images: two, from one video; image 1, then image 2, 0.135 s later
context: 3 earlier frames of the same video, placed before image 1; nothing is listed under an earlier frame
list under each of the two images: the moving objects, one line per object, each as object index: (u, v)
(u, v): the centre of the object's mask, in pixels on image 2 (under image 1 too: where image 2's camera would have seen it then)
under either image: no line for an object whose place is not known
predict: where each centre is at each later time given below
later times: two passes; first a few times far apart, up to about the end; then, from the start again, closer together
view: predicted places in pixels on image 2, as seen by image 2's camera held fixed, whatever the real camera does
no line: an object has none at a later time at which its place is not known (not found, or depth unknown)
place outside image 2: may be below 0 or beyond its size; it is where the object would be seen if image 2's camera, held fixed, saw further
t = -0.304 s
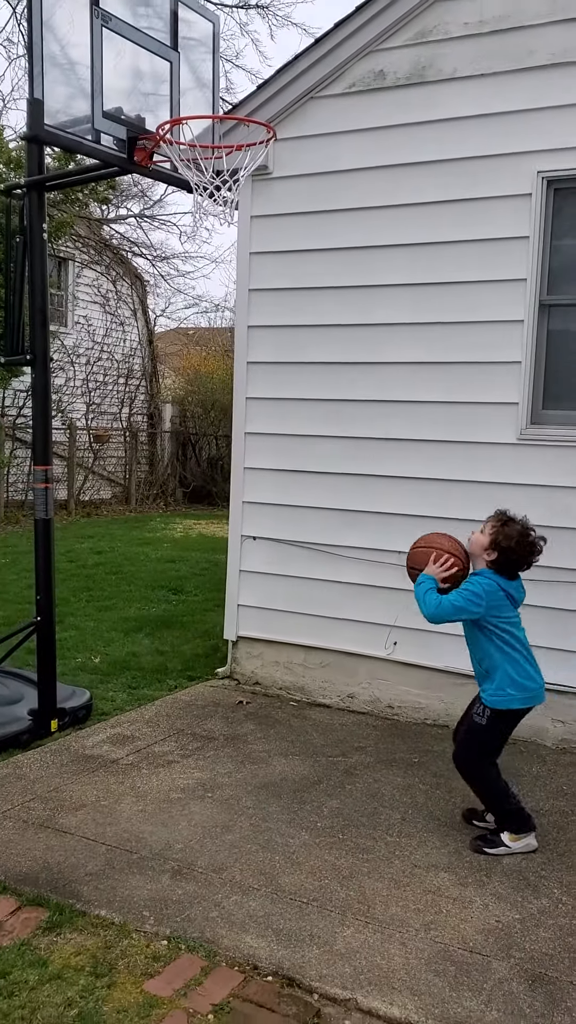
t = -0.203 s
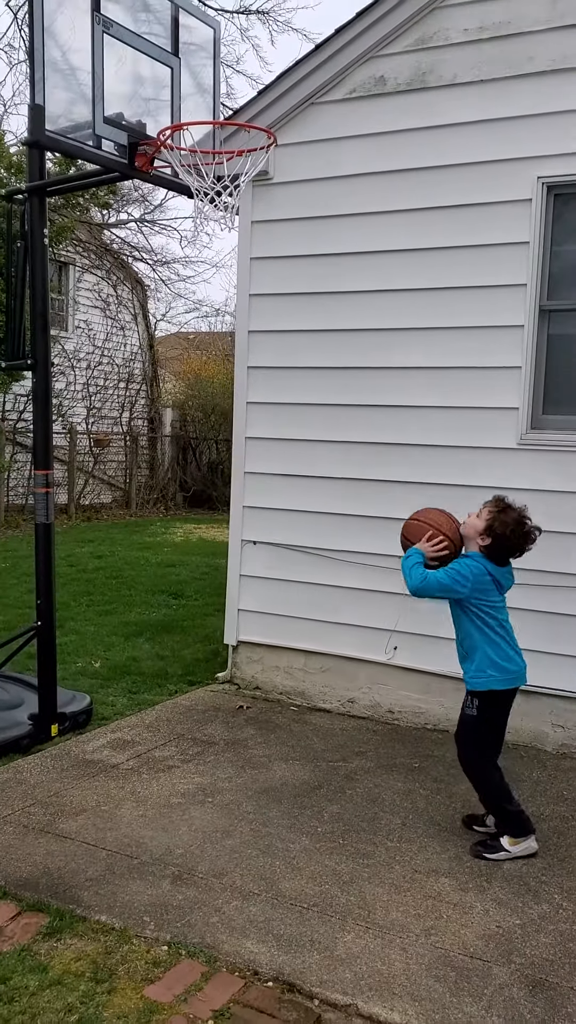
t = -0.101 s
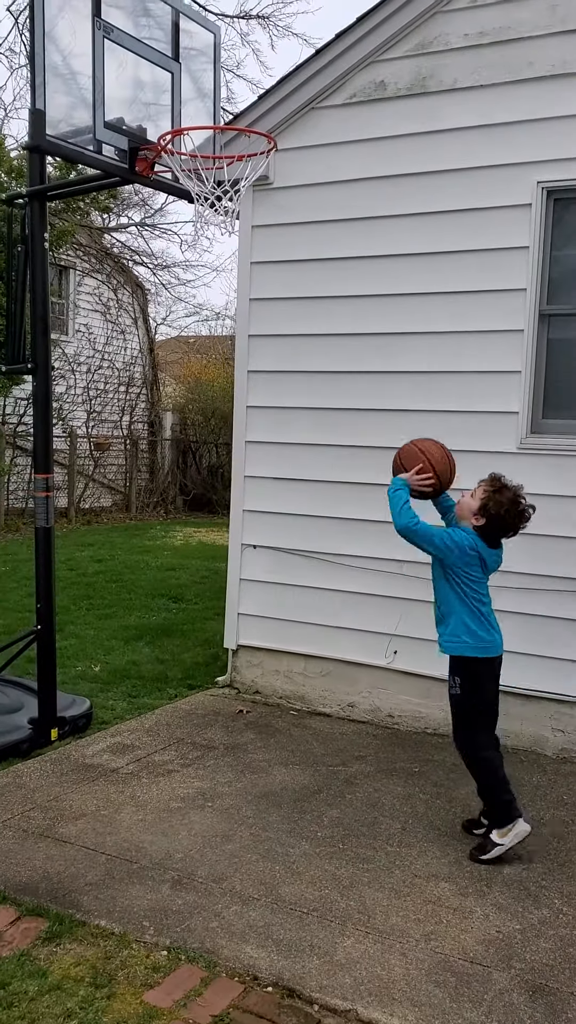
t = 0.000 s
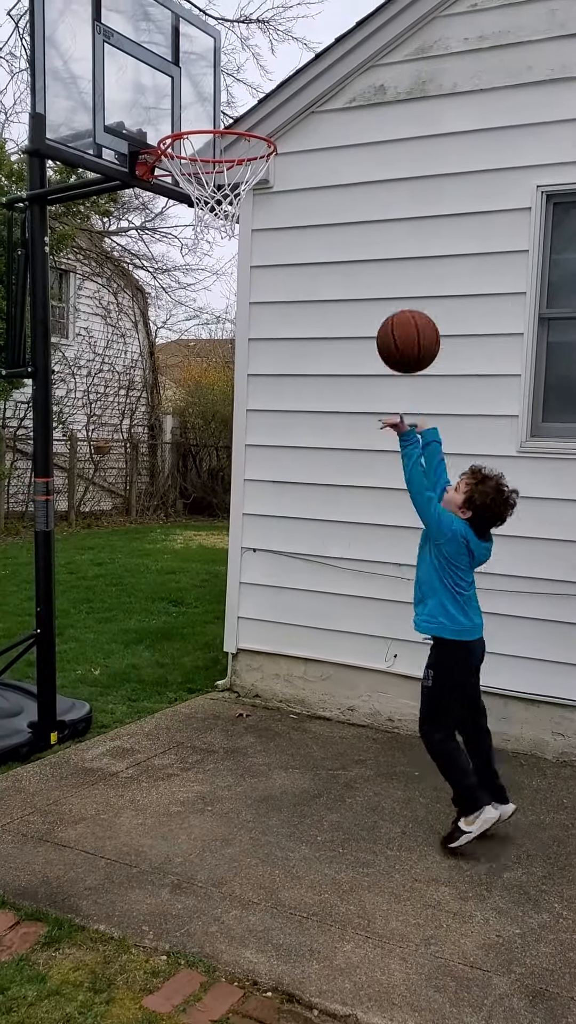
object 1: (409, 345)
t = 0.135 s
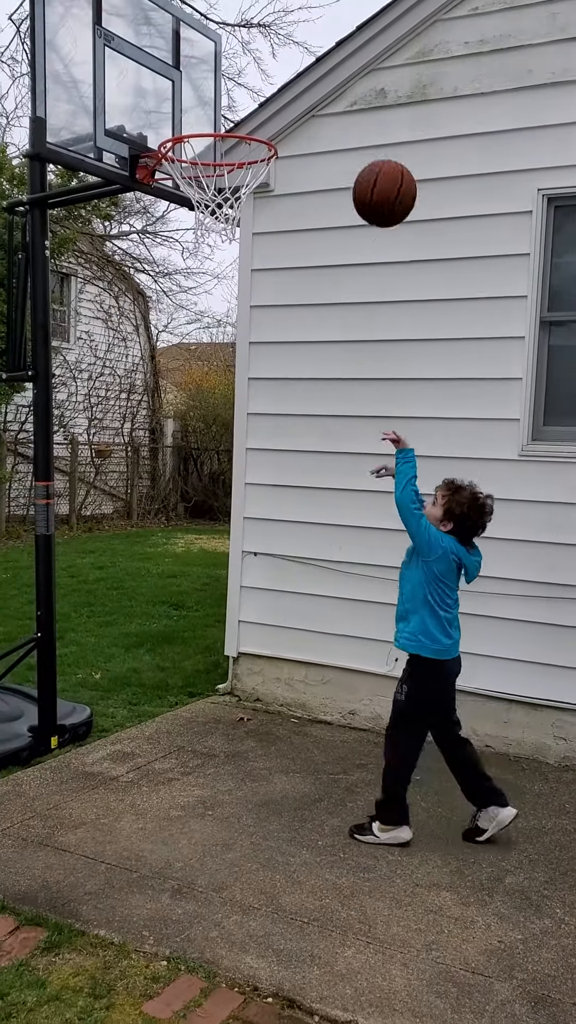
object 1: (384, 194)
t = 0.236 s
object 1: (364, 111)
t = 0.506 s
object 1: (297, 27)
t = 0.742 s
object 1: (250, 100)
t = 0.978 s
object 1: (261, 132)
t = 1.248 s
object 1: (268, 367)
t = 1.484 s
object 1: (264, 760)
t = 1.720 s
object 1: (276, 659)
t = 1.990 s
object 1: (292, 465)
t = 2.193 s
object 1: (298, 469)
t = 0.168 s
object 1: (378, 163)
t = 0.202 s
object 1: (371, 135)
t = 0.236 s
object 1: (364, 111)
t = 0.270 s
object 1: (357, 90)
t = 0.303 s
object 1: (350, 71)
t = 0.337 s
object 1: (343, 56)
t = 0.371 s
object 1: (335, 44)
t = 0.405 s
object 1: (328, 34)
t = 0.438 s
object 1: (312, 26)
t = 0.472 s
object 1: (305, 25)
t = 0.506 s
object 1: (297, 27)
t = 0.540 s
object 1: (289, 33)
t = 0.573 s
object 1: (281, 42)
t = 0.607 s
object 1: (273, 53)
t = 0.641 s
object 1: (264, 68)
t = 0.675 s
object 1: (256, 85)
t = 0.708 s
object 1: (248, 105)
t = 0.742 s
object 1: (250, 100)
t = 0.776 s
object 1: (251, 95)
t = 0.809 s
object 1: (254, 94)
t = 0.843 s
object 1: (255, 95)
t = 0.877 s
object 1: (256, 99)
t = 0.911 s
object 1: (258, 107)
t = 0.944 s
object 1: (259, 118)
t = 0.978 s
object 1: (261, 132)
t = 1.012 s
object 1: (262, 149)
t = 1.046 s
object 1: (263, 169)
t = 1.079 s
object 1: (264, 193)
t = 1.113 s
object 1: (265, 221)
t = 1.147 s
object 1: (266, 252)
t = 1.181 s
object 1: (267, 287)
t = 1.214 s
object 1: (268, 325)
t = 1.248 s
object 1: (268, 367)
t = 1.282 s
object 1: (268, 412)
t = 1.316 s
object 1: (268, 461)
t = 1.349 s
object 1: (268, 513)
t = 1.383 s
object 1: (268, 568)
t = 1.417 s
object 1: (267, 628)
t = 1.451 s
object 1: (266, 691)
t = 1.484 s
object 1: (264, 760)
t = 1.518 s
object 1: (263, 832)
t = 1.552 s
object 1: (262, 876)
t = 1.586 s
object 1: (264, 828)
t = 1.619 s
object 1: (267, 782)
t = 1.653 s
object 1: (270, 738)
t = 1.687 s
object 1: (273, 697)
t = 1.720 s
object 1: (276, 659)
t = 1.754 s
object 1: (278, 624)
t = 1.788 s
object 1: (281, 591)
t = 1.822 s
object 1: (283, 562)
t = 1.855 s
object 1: (285, 536)
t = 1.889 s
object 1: (287, 514)
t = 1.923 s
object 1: (289, 494)
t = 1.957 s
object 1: (290, 478)
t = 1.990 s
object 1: (292, 465)
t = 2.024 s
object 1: (293, 456)
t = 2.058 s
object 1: (294, 451)
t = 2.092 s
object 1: (295, 450)
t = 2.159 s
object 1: (298, 458)
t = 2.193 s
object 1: (298, 469)
